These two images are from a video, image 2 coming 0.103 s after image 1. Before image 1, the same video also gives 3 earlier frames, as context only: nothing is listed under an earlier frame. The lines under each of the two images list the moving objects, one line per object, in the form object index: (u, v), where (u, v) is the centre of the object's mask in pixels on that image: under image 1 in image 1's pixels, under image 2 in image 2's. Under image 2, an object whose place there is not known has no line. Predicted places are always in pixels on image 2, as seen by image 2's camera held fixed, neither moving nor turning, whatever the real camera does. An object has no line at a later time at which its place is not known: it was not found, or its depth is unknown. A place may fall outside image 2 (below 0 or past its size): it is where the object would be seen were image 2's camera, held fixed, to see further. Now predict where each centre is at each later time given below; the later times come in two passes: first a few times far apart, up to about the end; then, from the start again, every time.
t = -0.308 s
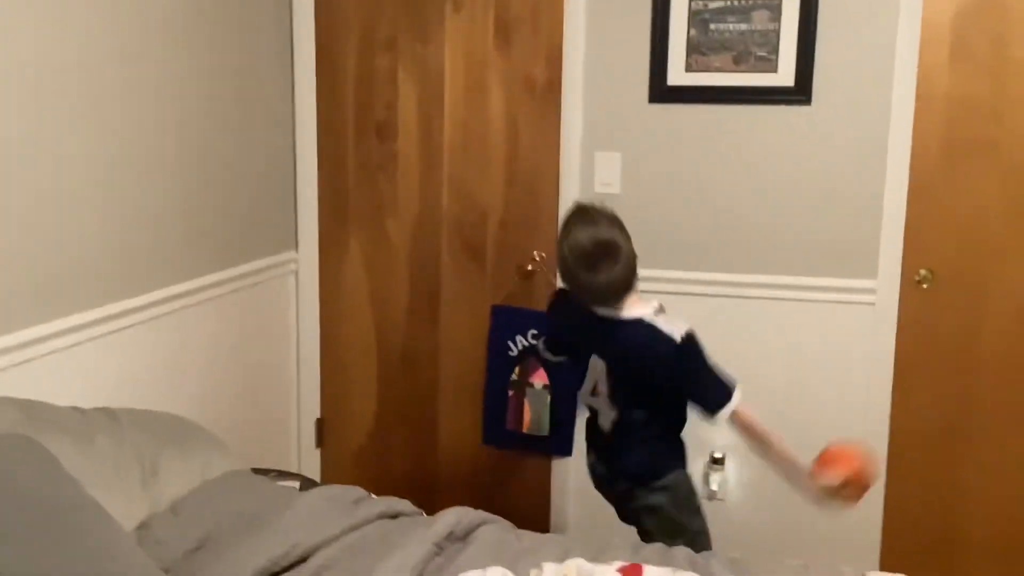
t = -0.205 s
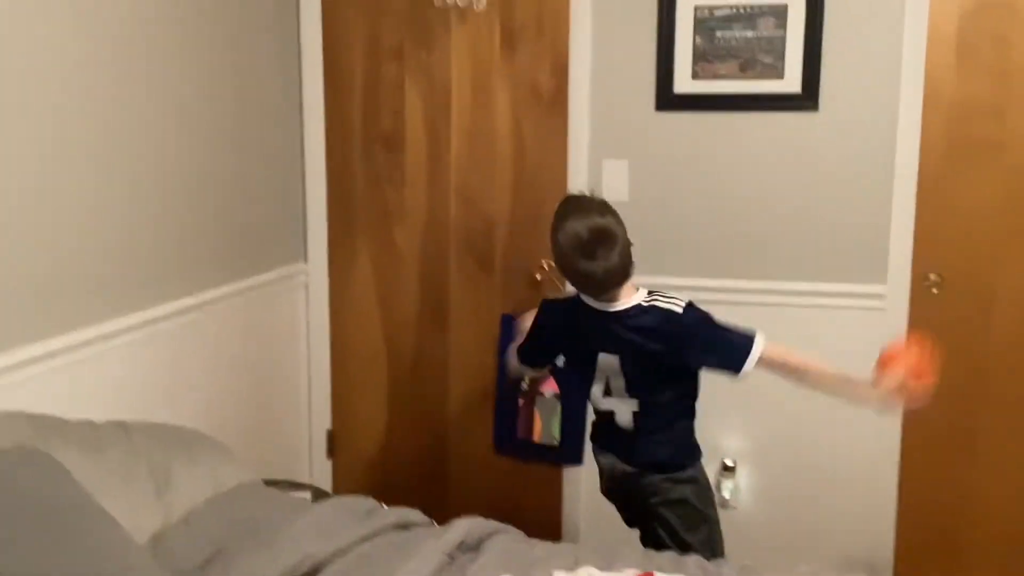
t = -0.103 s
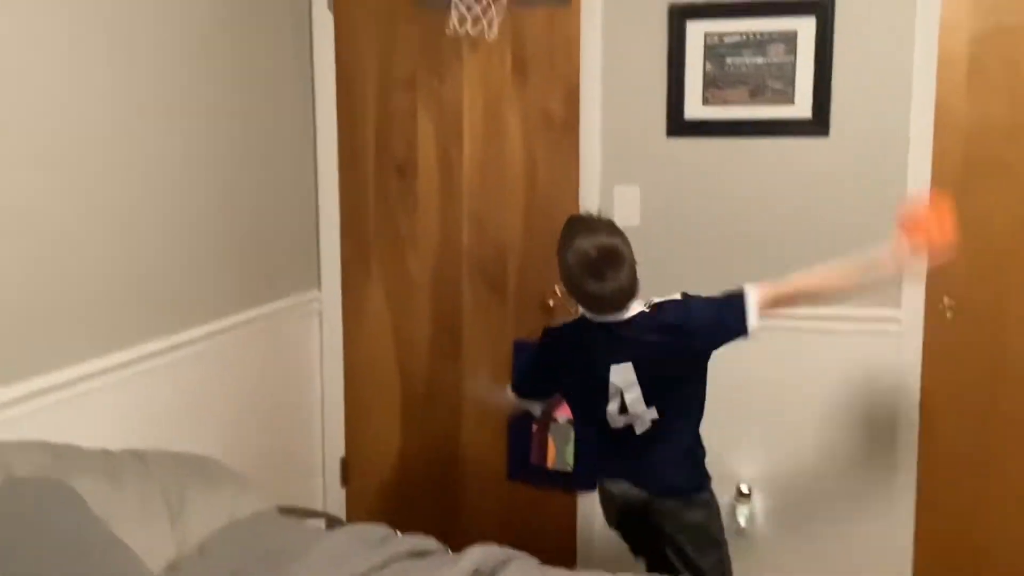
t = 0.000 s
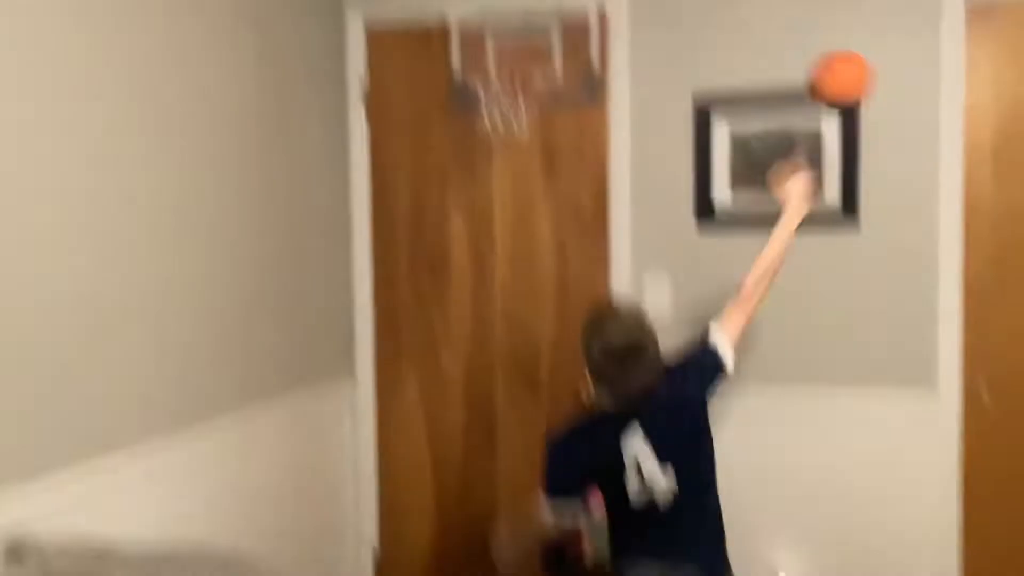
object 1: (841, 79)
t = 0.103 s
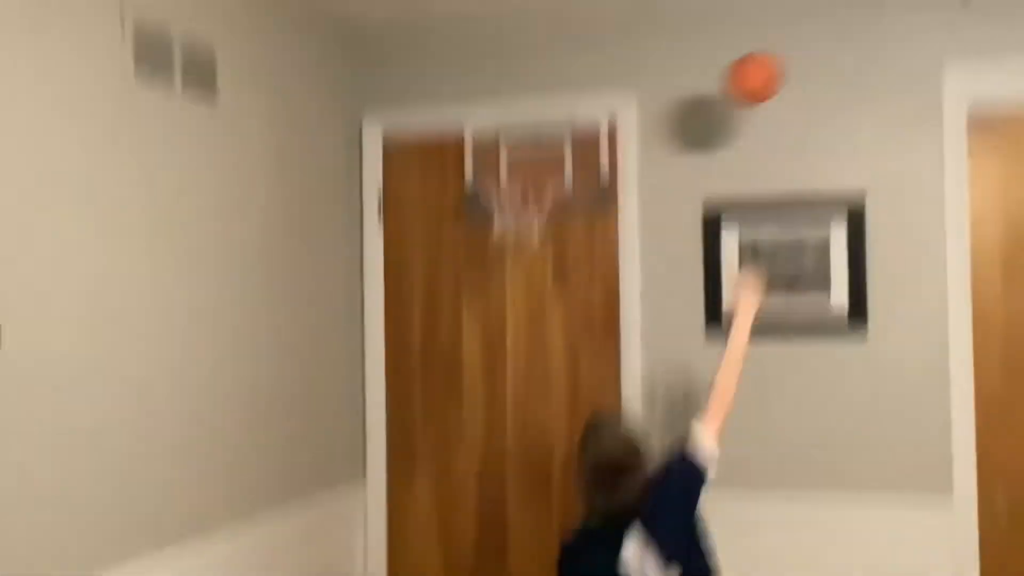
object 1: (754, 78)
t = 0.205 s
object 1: (675, 28)
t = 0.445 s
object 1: (548, 103)
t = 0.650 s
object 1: (535, 234)
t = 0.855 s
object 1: (590, 413)
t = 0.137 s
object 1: (726, 58)
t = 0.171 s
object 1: (699, 40)
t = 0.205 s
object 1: (675, 28)
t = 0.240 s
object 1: (649, 19)
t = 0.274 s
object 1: (627, 14)
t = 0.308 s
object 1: (608, 21)
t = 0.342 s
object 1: (591, 36)
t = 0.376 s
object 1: (575, 56)
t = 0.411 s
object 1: (561, 78)
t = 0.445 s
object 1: (548, 103)
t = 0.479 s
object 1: (535, 132)
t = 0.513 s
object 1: (522, 168)
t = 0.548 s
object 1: (519, 182)
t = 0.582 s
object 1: (526, 201)
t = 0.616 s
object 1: (532, 219)
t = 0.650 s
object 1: (535, 234)
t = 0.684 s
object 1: (542, 250)
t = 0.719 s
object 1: (551, 276)
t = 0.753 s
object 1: (561, 305)
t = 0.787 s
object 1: (570, 338)
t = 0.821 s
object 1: (580, 385)
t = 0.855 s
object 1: (590, 413)
